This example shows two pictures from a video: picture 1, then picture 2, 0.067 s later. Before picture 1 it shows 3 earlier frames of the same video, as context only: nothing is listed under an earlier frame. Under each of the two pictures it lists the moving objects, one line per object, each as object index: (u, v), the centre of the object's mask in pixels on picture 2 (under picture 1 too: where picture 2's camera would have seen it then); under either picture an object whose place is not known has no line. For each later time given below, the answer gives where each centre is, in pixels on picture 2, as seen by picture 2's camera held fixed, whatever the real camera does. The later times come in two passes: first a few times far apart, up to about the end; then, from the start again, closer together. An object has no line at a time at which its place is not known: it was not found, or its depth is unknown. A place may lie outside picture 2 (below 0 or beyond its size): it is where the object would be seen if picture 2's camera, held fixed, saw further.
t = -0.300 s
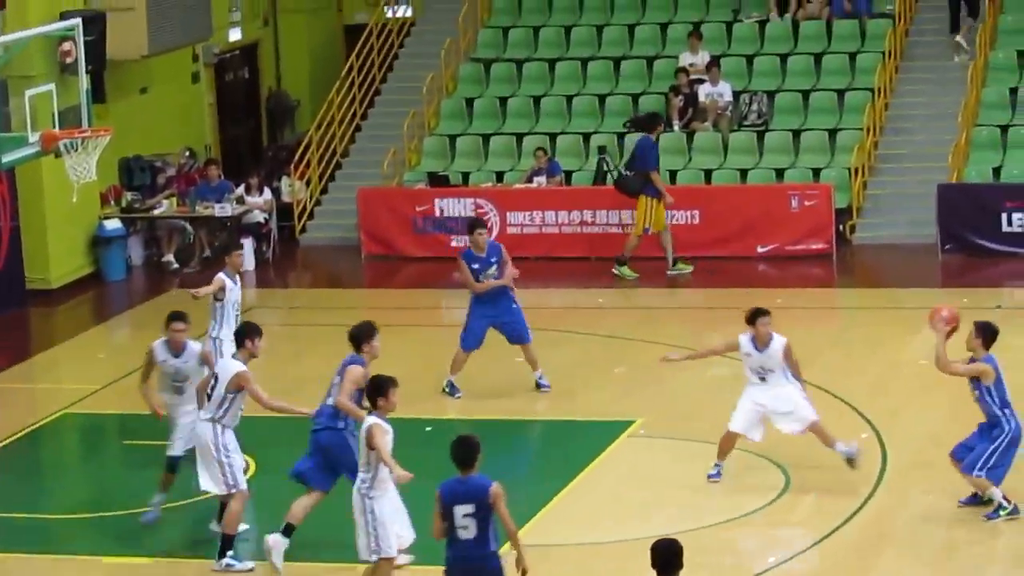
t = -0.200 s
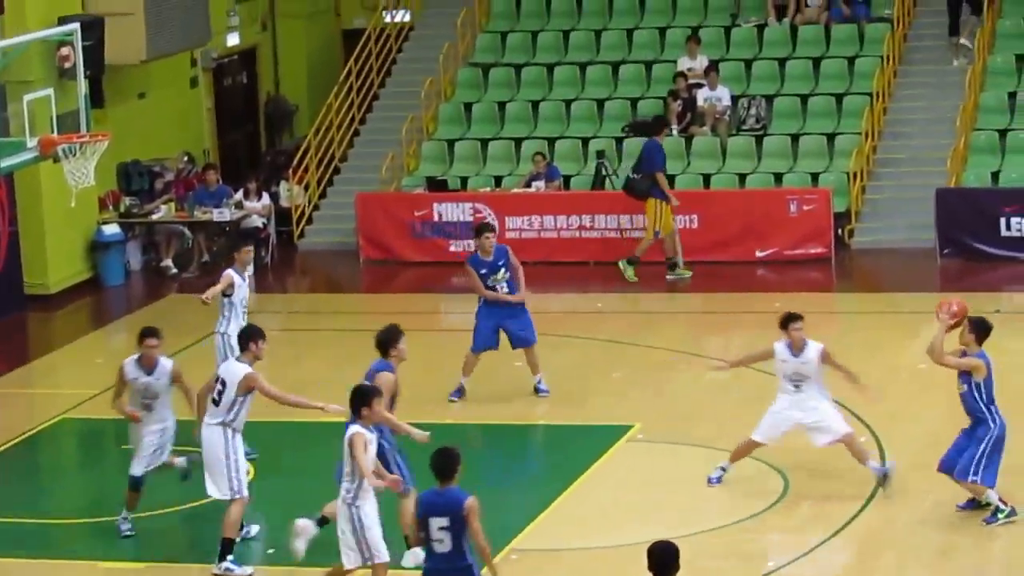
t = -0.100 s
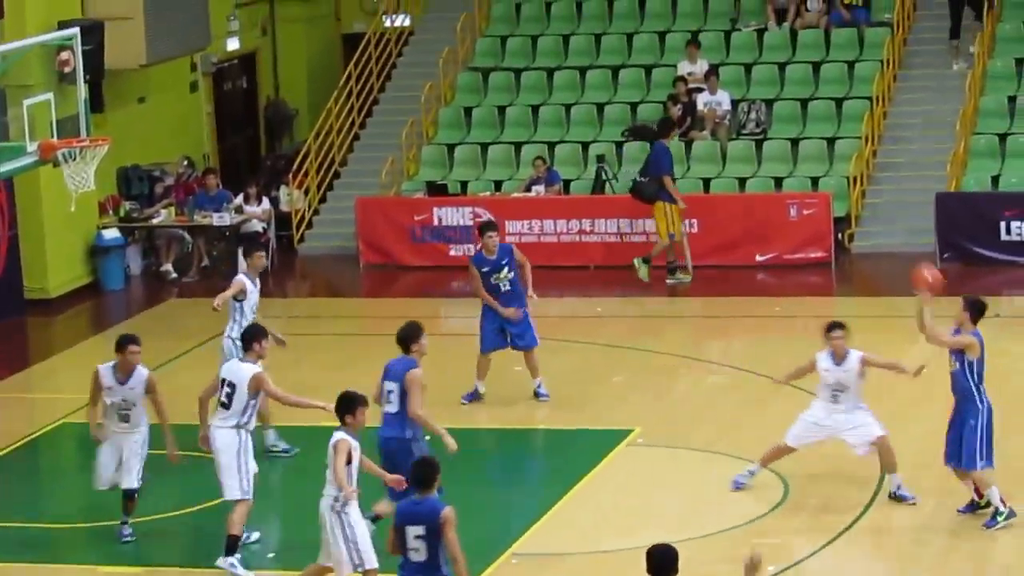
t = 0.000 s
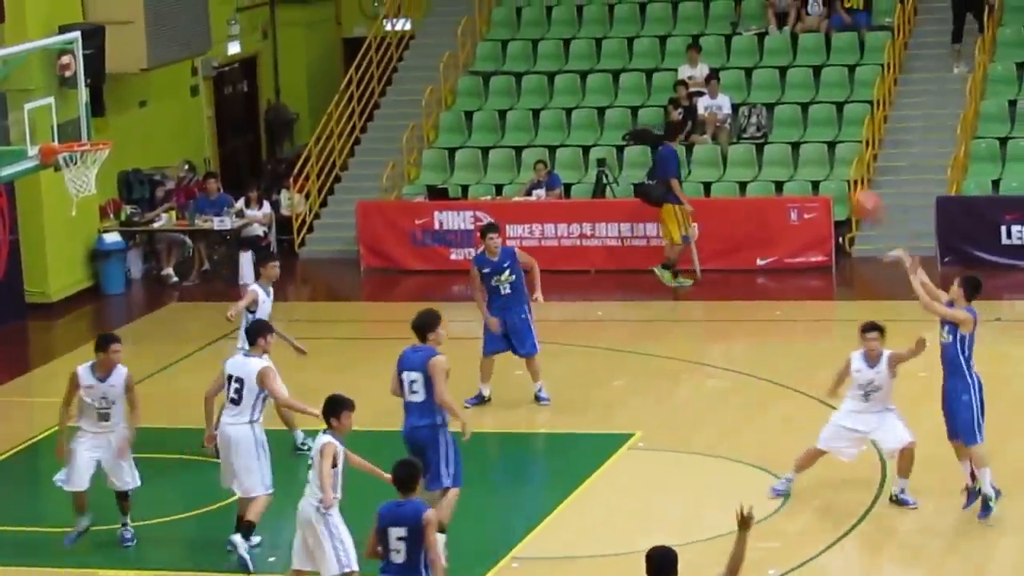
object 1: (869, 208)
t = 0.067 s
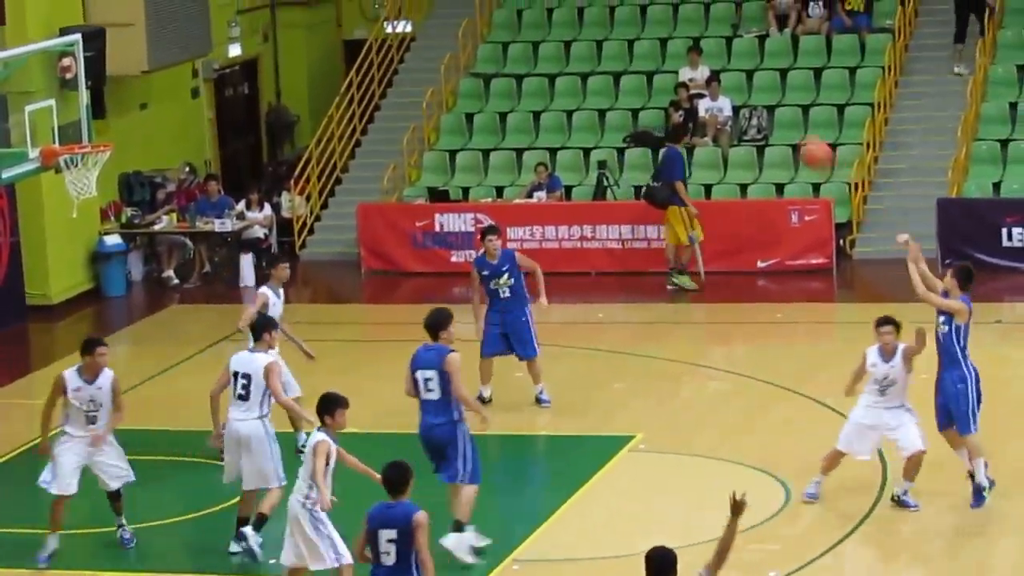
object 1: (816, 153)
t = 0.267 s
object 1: (672, 31)
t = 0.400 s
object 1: (581, -7)
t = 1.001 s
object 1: (212, 18)
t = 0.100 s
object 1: (792, 130)
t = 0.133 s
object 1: (768, 107)
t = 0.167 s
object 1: (744, 86)
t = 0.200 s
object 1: (720, 66)
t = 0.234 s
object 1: (697, 49)
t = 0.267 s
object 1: (672, 31)
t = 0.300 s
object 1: (649, 17)
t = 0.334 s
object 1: (626, 5)
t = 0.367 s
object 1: (605, -1)
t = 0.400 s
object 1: (581, -7)
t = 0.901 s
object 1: (268, -16)
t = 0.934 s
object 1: (249, -8)
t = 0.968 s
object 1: (231, 5)
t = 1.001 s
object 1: (212, 18)
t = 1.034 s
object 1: (195, 32)
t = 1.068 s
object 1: (177, 46)
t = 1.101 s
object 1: (160, 62)
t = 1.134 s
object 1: (143, 81)
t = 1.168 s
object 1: (125, 98)
